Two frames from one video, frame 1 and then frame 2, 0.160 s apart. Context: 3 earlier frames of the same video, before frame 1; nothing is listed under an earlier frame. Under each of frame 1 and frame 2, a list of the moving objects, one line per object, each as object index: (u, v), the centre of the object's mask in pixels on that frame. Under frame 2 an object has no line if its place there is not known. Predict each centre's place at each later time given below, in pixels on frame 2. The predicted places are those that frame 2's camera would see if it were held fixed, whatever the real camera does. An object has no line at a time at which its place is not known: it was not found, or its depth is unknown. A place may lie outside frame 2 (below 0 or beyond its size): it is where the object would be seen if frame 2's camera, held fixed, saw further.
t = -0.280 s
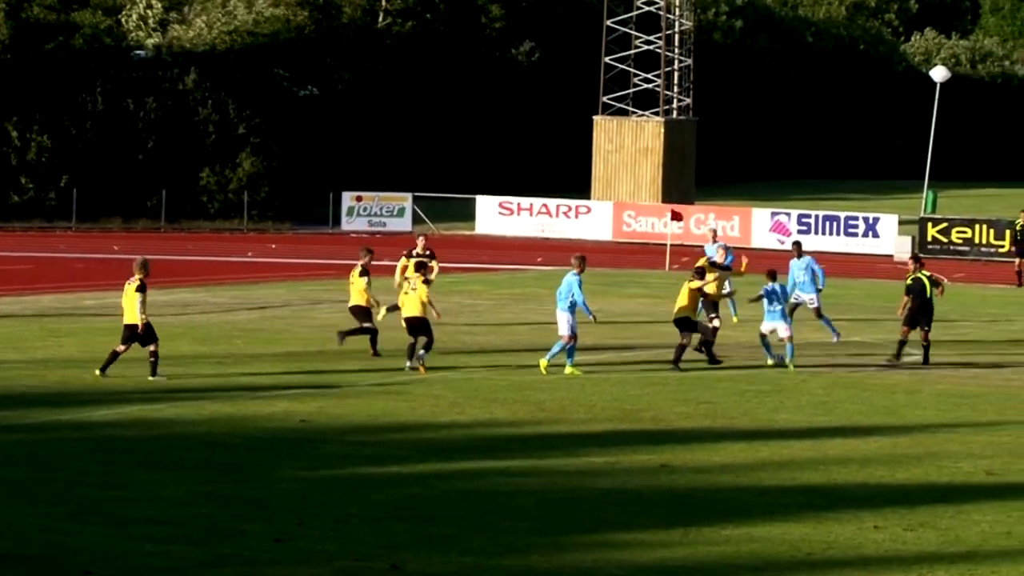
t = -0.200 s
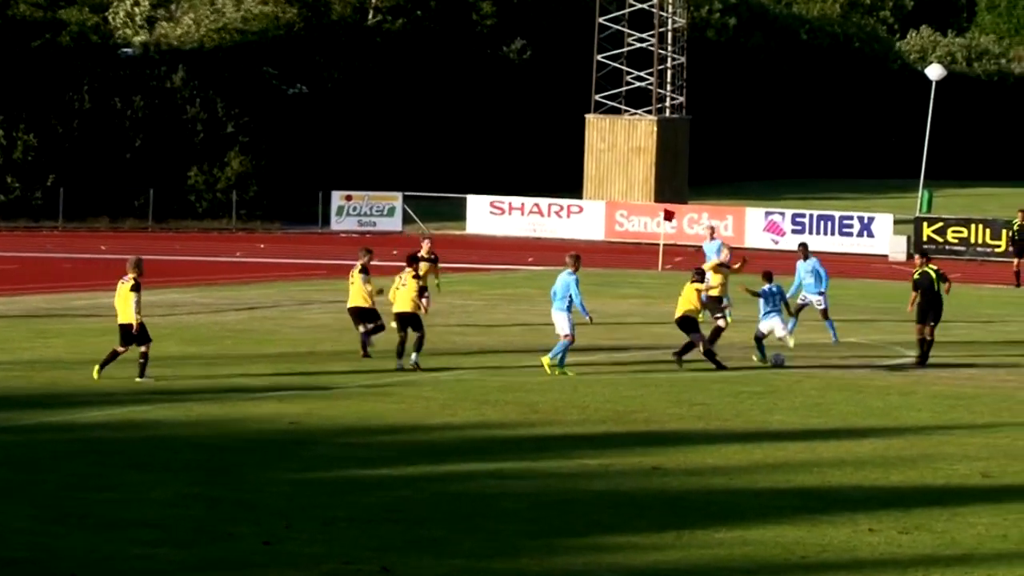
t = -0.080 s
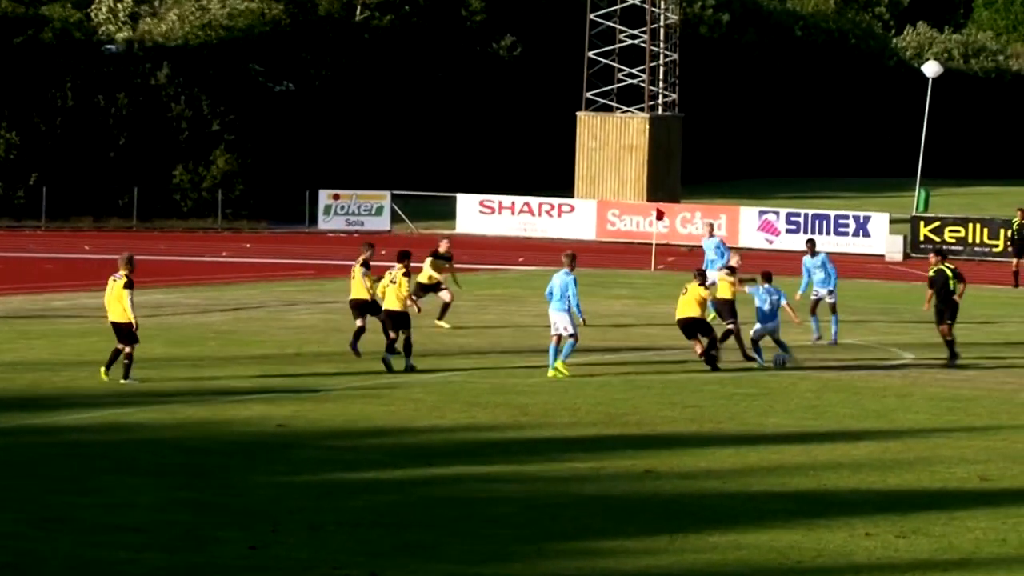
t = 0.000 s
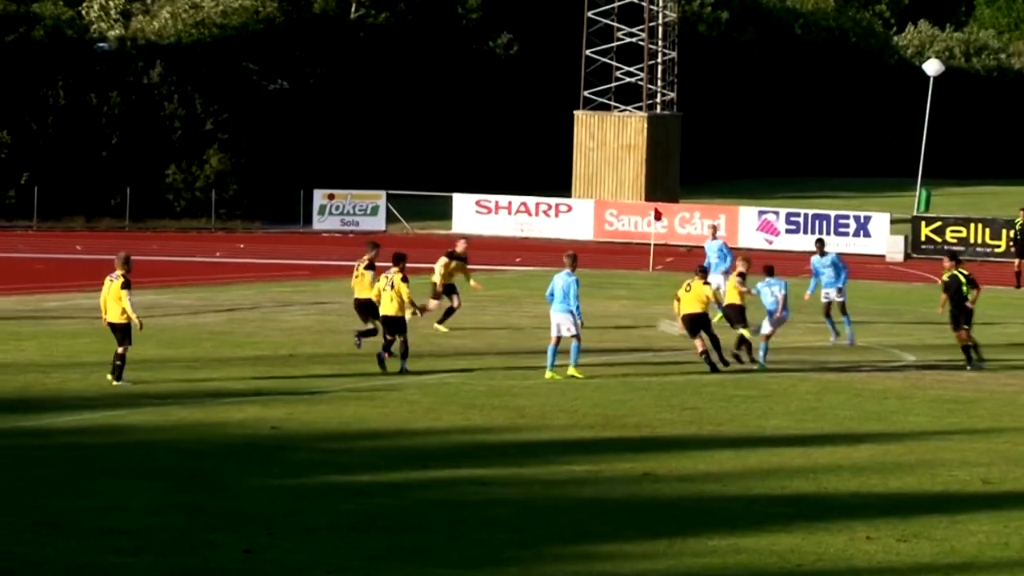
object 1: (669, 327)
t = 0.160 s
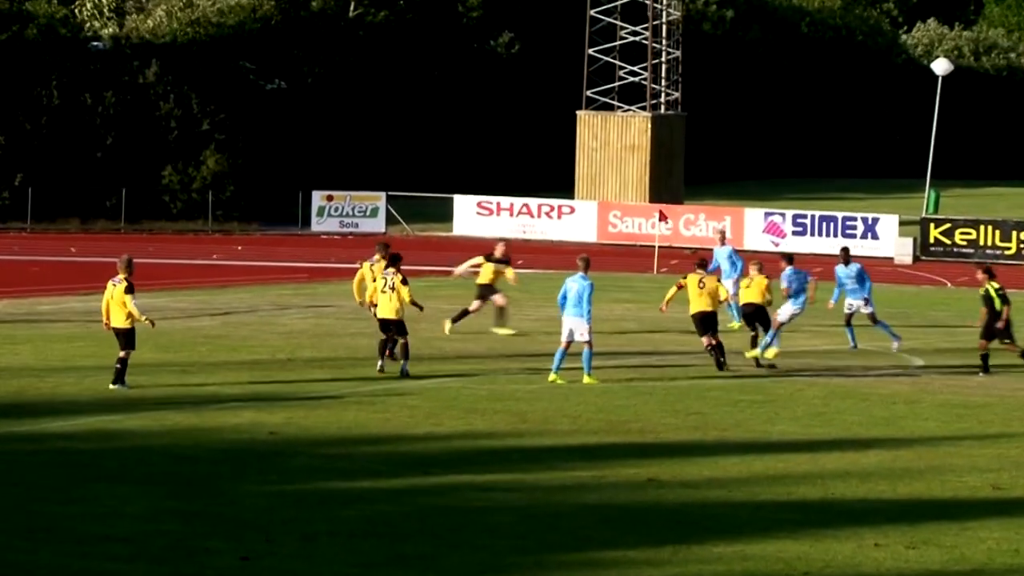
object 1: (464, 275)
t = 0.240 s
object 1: (353, 250)
